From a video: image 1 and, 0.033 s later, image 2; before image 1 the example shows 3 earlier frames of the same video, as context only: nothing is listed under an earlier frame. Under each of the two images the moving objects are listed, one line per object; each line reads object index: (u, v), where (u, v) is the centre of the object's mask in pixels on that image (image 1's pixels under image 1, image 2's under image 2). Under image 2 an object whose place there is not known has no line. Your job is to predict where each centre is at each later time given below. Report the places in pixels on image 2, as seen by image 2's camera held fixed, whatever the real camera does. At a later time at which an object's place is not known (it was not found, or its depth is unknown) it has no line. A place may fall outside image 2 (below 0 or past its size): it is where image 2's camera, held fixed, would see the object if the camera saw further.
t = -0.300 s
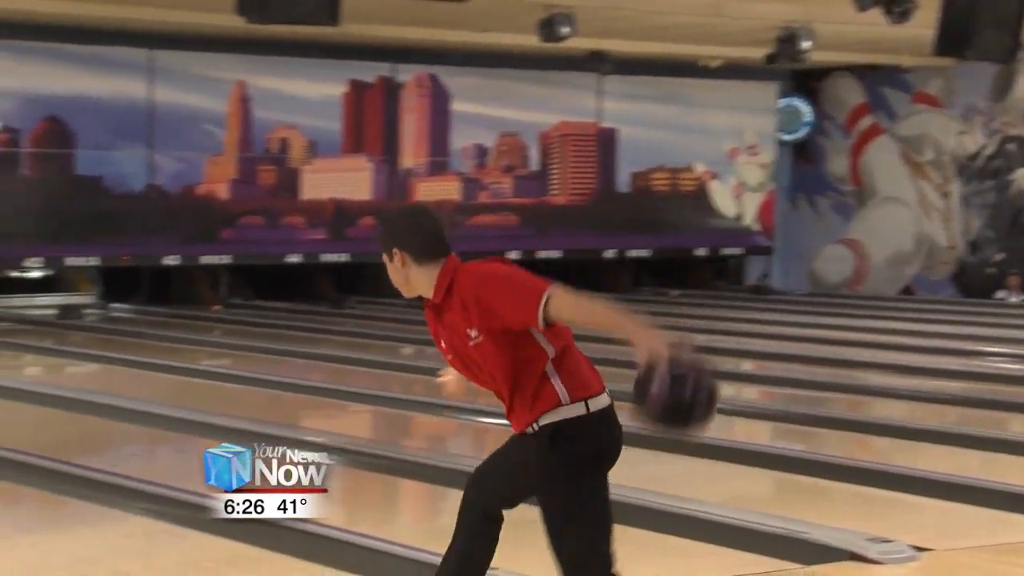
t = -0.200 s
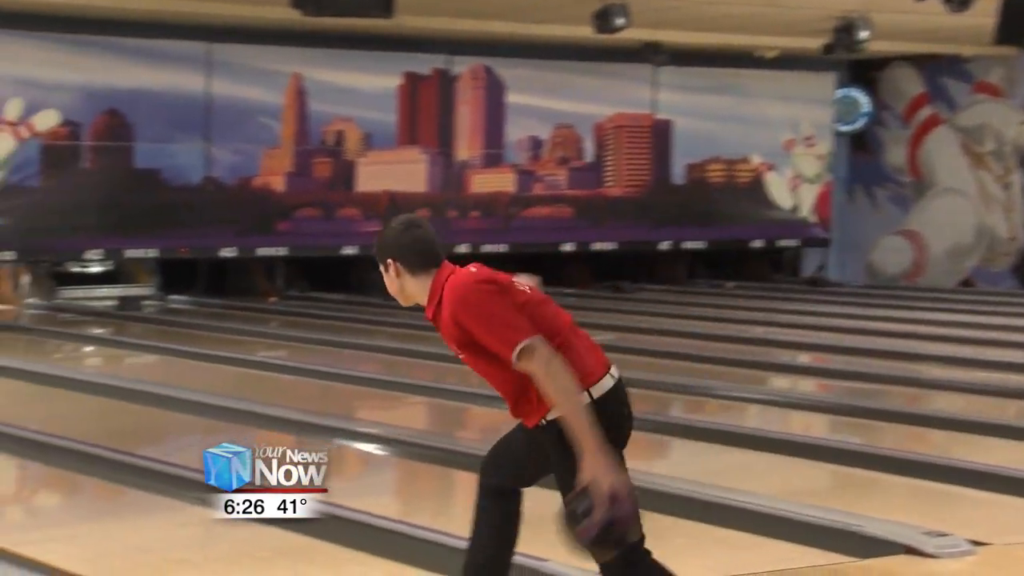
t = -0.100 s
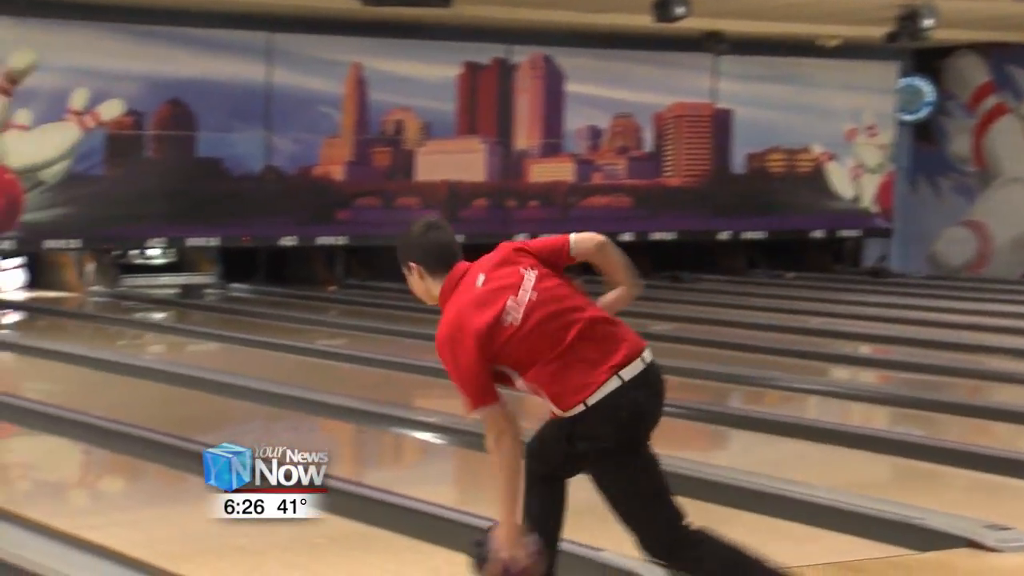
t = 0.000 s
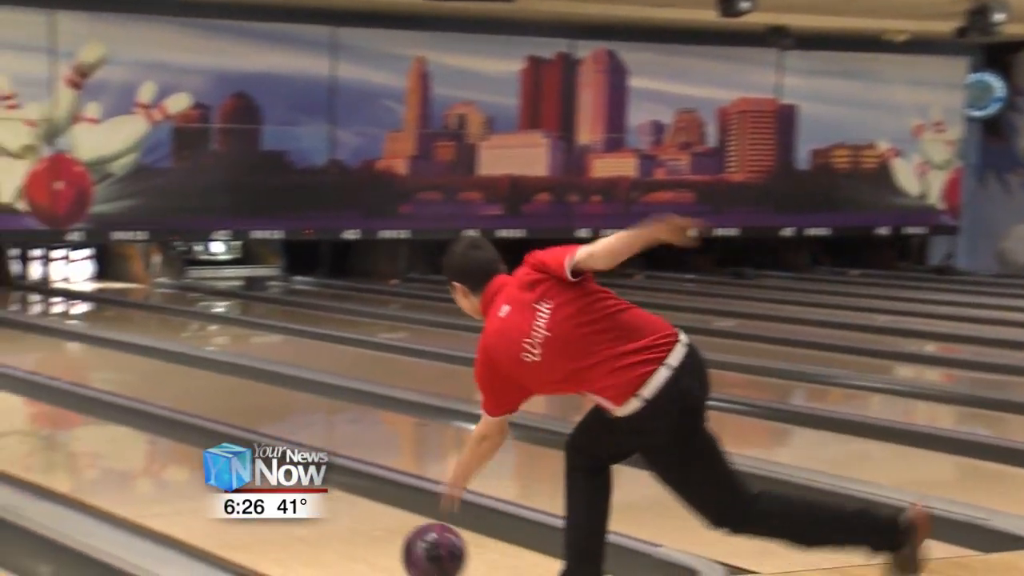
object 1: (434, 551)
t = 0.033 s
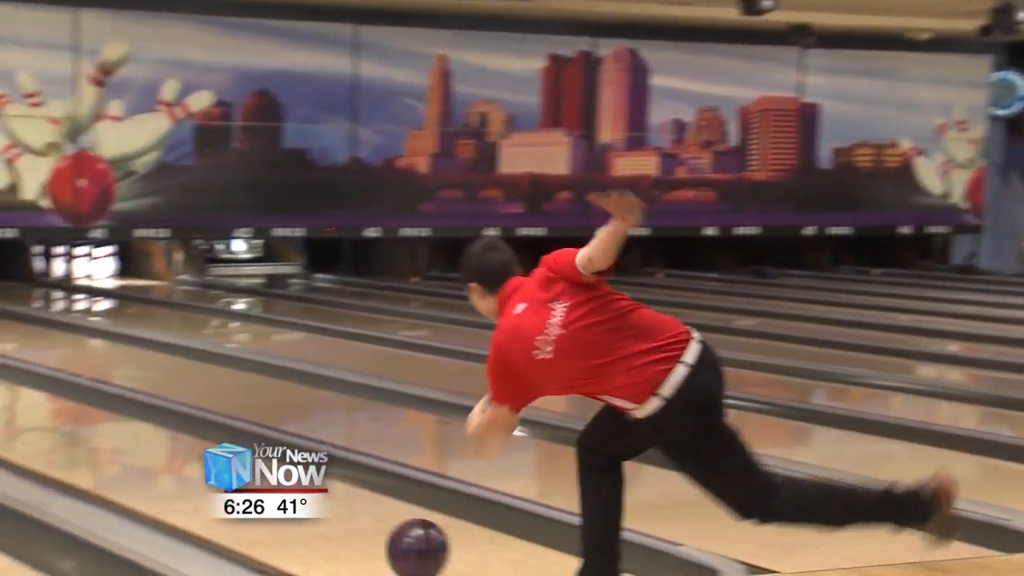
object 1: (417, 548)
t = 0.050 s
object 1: (400, 548)
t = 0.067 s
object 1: (382, 544)
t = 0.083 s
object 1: (365, 539)
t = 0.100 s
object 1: (348, 533)
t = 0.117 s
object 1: (333, 528)
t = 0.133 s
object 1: (317, 522)
